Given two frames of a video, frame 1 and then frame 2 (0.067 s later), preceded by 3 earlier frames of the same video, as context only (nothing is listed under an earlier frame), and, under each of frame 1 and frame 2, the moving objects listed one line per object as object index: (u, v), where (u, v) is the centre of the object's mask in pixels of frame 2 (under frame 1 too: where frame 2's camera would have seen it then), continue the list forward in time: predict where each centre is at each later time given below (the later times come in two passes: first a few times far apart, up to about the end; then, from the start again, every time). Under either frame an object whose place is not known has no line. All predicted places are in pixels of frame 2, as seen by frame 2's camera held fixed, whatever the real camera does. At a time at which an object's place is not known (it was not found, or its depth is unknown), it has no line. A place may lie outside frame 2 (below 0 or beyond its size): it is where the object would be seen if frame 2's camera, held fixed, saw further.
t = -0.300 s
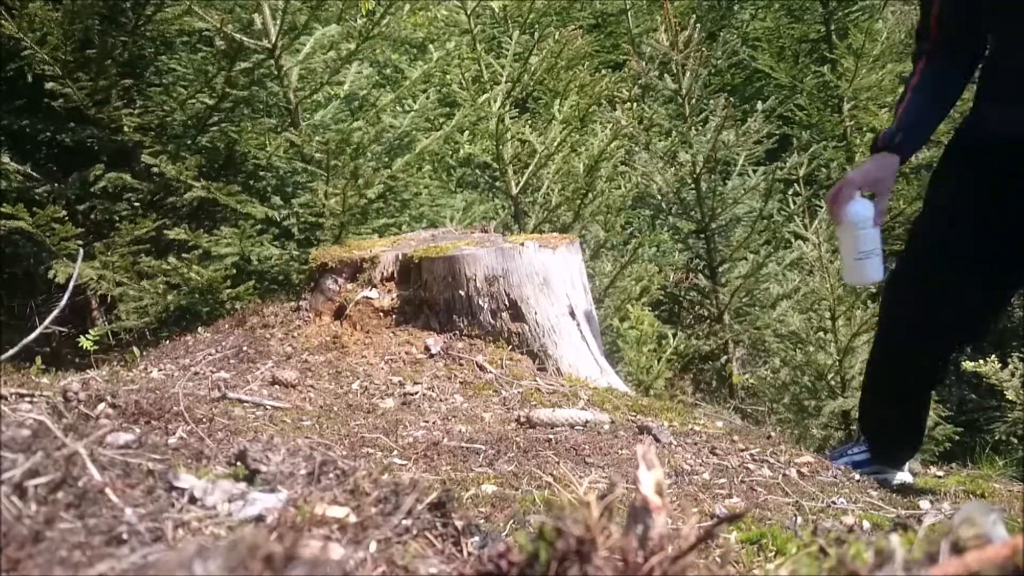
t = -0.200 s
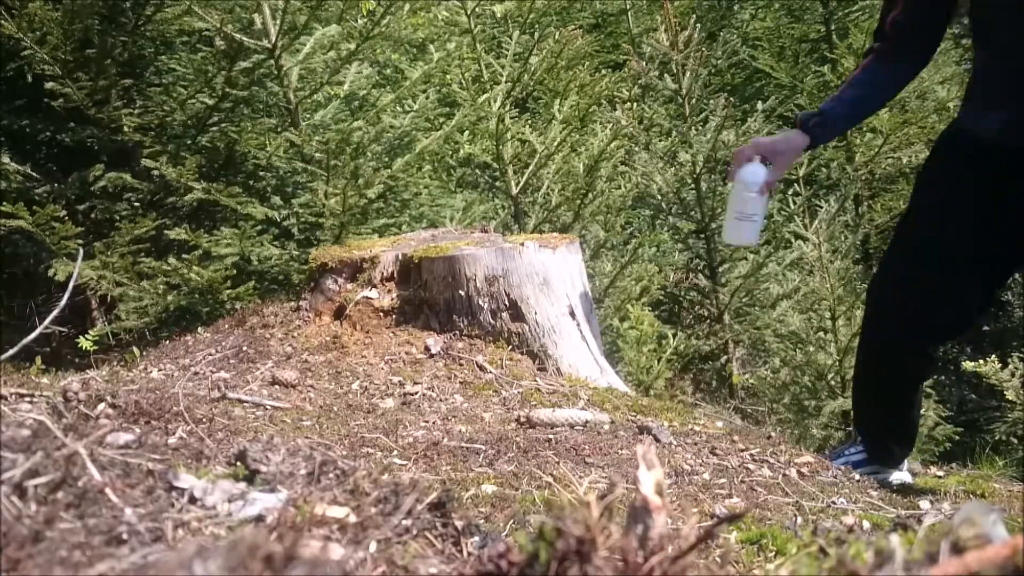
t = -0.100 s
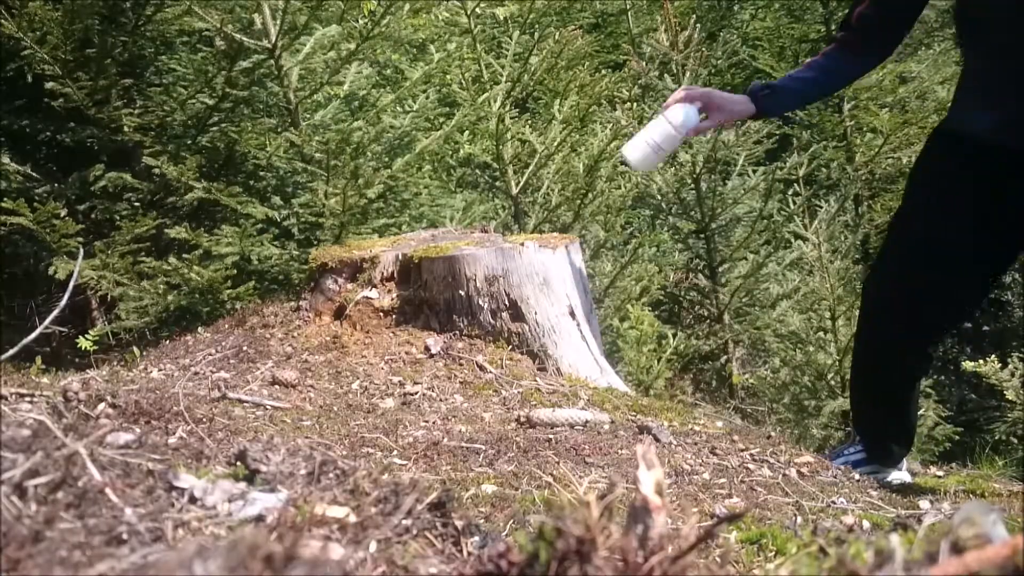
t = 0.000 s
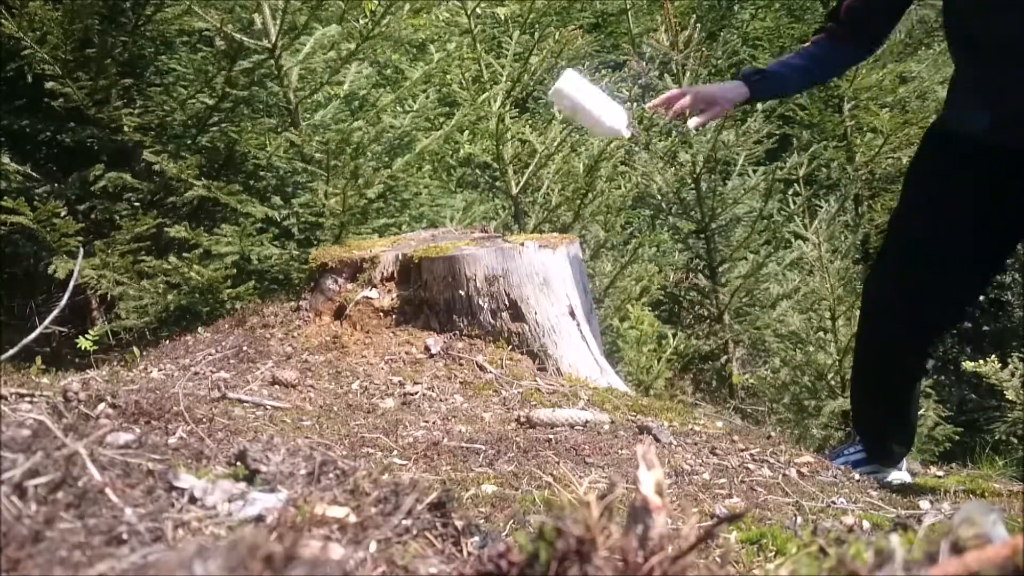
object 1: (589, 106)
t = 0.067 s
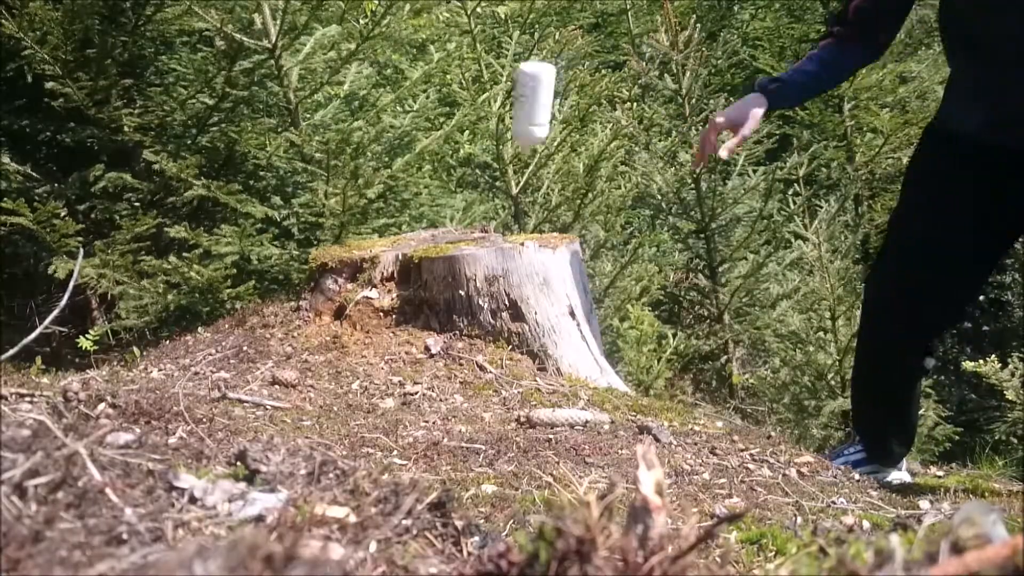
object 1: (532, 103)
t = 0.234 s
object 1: (442, 162)
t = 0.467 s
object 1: (417, 206)
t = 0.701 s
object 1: (426, 205)
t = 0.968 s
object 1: (427, 205)
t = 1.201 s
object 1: (427, 205)
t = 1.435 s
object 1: (427, 205)
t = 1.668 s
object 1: (427, 205)
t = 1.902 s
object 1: (427, 205)
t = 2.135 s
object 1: (427, 205)
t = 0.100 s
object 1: (509, 105)
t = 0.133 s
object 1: (489, 111)
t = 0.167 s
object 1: (470, 123)
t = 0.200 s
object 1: (455, 139)
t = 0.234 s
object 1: (442, 162)
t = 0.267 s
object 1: (431, 190)
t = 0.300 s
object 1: (424, 205)
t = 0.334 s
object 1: (422, 205)
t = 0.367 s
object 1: (419, 206)
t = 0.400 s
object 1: (418, 207)
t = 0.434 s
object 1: (417, 206)
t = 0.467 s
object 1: (417, 206)
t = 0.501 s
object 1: (418, 205)
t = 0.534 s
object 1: (420, 206)
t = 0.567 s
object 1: (423, 205)
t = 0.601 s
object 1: (424, 205)
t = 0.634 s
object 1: (425, 205)
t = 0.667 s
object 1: (425, 205)
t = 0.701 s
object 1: (426, 205)
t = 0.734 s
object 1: (426, 205)
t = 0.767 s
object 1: (427, 205)
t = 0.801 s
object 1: (427, 205)
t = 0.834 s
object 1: (427, 205)
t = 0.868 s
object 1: (427, 205)
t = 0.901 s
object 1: (427, 205)
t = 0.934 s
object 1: (427, 205)
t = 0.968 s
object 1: (427, 205)
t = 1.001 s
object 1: (427, 204)
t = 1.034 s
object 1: (427, 205)
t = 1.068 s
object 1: (427, 205)
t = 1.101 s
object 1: (427, 205)
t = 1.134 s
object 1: (427, 205)
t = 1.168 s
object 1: (427, 205)
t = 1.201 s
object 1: (427, 205)
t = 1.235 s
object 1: (427, 205)
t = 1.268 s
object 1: (427, 205)
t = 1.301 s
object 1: (427, 205)
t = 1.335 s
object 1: (427, 205)
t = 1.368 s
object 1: (427, 205)
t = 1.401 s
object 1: (427, 205)
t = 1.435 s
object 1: (427, 205)
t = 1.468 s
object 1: (427, 205)
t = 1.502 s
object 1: (427, 205)
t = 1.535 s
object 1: (427, 205)
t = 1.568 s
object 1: (427, 205)
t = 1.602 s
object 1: (427, 205)
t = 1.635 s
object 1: (427, 205)
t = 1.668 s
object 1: (427, 205)
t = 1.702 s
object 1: (427, 205)
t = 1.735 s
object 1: (427, 205)
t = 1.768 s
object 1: (427, 205)
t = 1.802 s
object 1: (427, 205)
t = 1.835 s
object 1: (427, 205)
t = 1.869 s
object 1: (427, 205)
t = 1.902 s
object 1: (427, 205)
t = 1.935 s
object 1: (427, 205)
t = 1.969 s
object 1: (427, 205)
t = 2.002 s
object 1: (427, 205)
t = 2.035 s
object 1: (427, 205)
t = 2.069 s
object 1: (427, 205)
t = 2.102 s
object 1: (427, 205)
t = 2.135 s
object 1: (427, 205)
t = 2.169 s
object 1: (427, 205)
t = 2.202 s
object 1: (427, 205)
